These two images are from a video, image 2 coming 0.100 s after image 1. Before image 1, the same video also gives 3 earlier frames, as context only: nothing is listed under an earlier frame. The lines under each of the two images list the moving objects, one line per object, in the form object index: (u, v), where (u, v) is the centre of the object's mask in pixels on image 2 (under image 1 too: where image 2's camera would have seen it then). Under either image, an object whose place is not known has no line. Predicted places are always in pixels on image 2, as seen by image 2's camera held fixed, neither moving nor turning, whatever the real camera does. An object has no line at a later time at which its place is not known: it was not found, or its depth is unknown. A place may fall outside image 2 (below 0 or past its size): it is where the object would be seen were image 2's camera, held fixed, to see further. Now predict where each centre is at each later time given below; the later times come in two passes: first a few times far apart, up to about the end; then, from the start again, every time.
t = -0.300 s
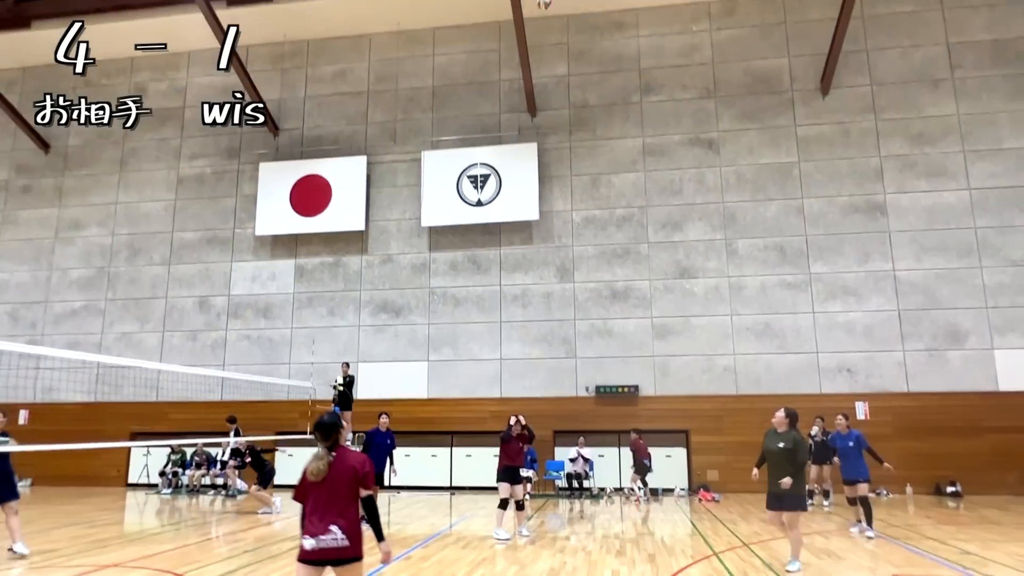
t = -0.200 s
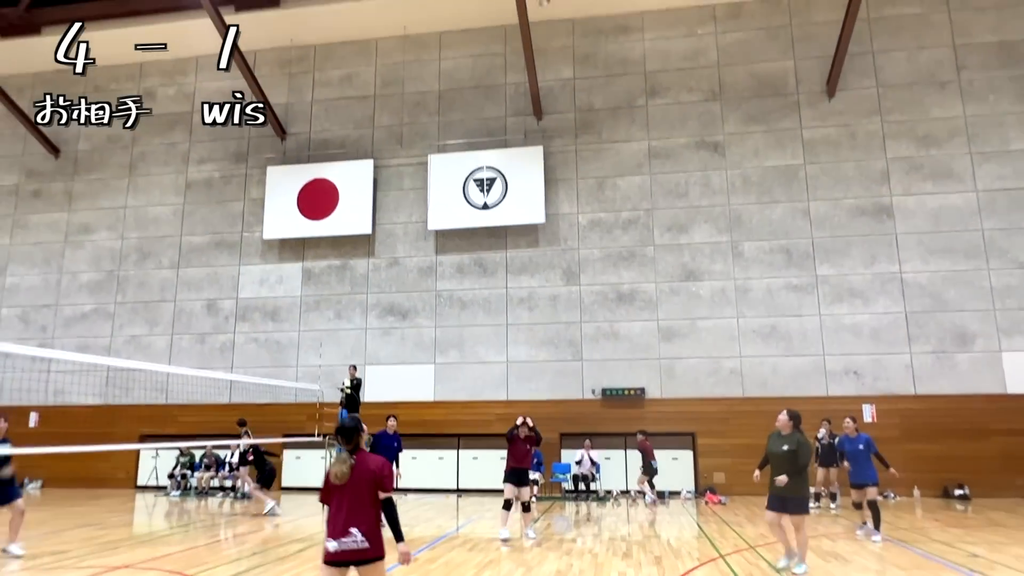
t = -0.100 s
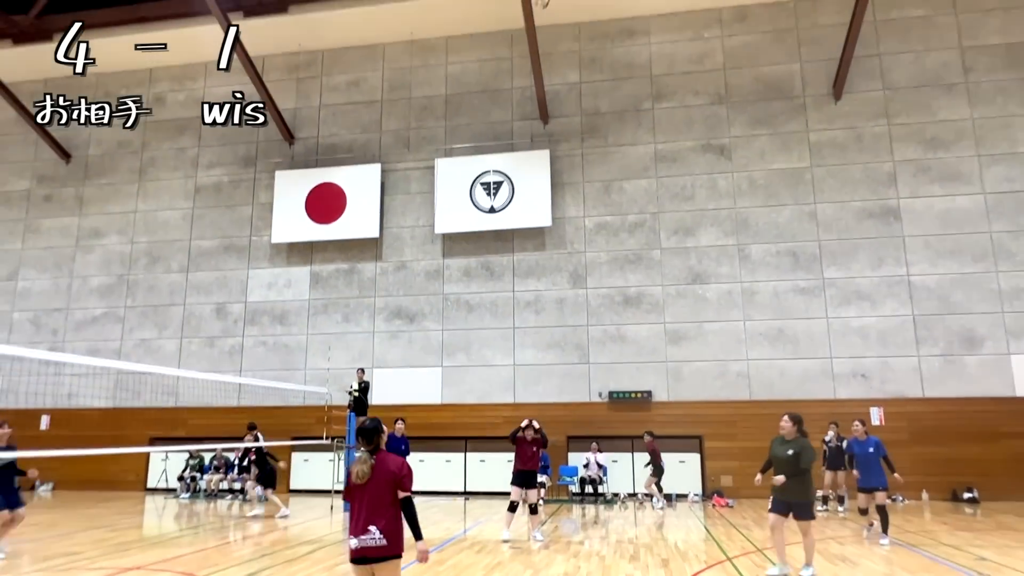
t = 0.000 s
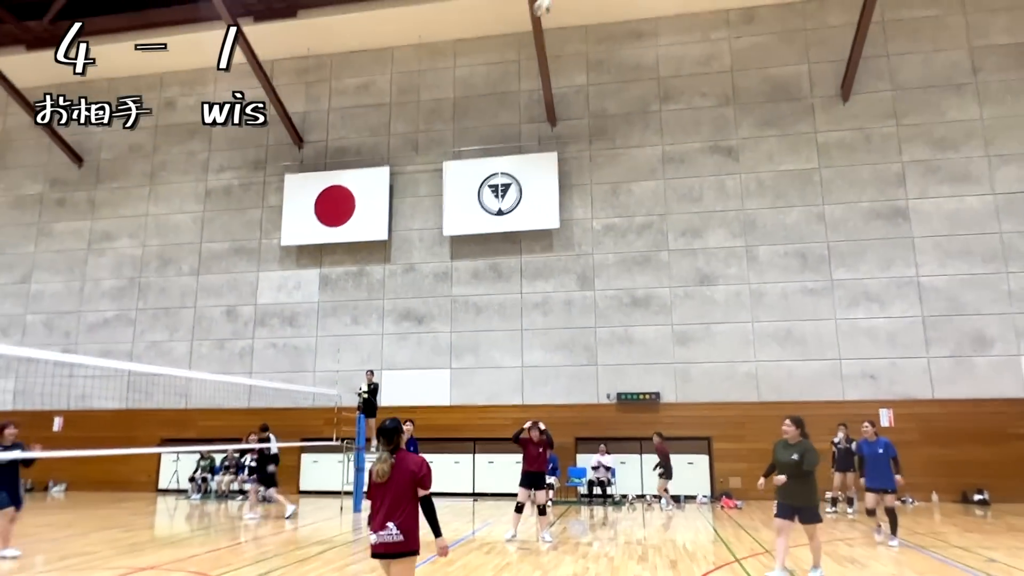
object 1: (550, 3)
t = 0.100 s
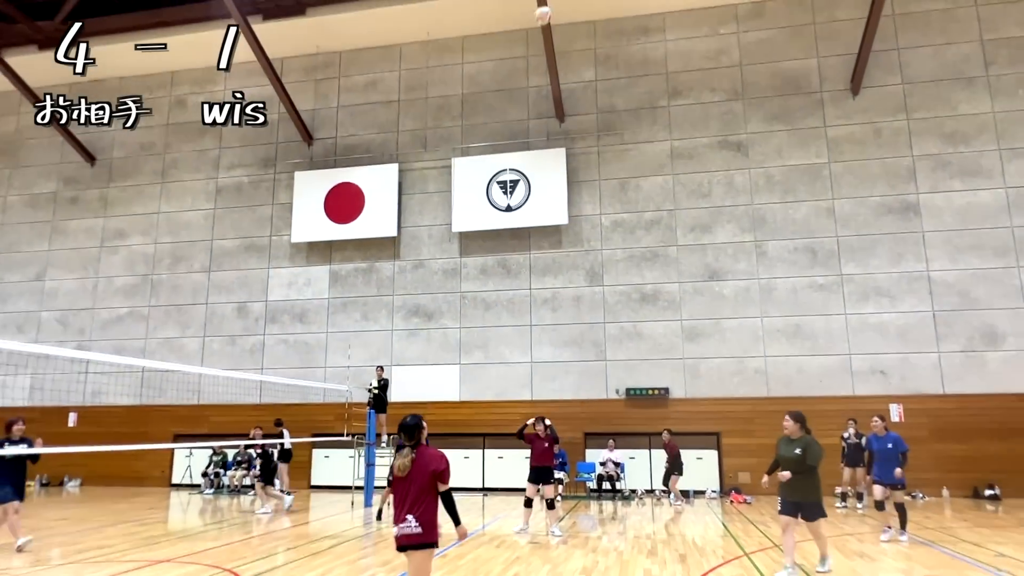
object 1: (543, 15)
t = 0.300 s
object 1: (526, 67)
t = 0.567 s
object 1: (504, 209)
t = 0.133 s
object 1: (540, 22)
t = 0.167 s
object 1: (538, 28)
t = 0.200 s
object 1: (535, 37)
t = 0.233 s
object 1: (532, 45)
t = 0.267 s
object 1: (529, 56)
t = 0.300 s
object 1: (526, 67)
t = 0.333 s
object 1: (523, 80)
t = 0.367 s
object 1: (521, 93)
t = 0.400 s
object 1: (518, 109)
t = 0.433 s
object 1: (515, 125)
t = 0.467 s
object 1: (512, 142)
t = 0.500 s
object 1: (509, 162)
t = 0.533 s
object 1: (507, 184)
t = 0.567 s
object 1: (504, 209)
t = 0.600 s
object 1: (503, 236)
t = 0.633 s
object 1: (498, 260)
